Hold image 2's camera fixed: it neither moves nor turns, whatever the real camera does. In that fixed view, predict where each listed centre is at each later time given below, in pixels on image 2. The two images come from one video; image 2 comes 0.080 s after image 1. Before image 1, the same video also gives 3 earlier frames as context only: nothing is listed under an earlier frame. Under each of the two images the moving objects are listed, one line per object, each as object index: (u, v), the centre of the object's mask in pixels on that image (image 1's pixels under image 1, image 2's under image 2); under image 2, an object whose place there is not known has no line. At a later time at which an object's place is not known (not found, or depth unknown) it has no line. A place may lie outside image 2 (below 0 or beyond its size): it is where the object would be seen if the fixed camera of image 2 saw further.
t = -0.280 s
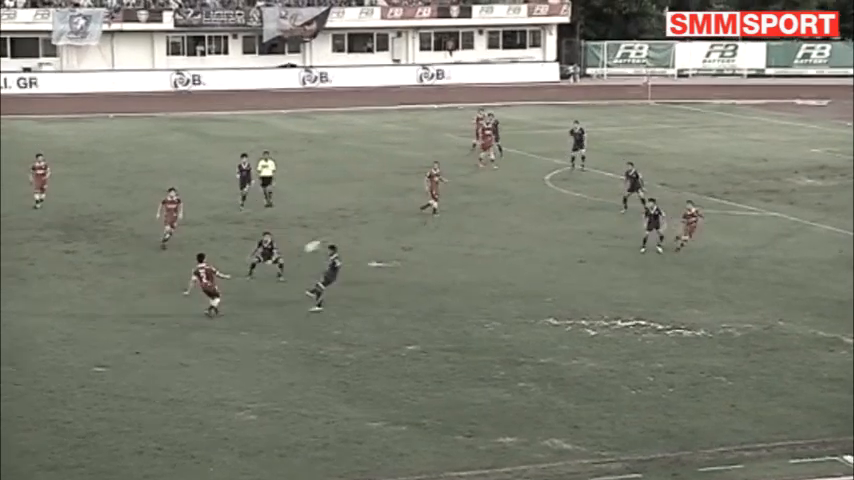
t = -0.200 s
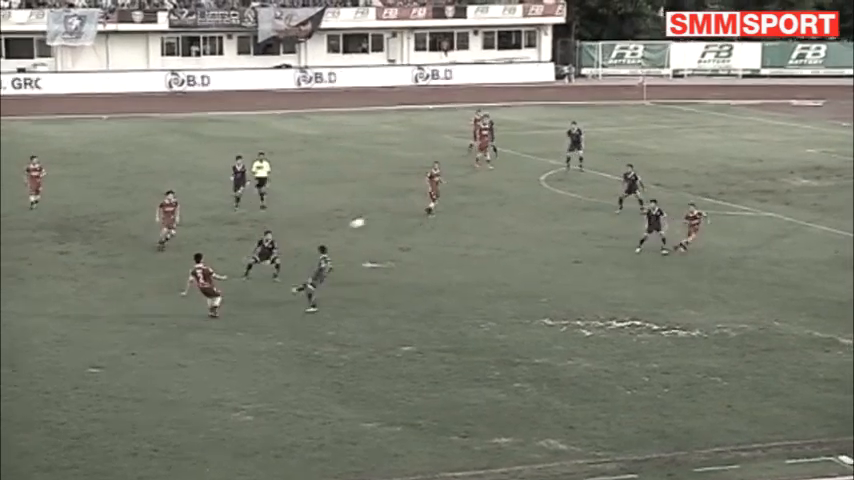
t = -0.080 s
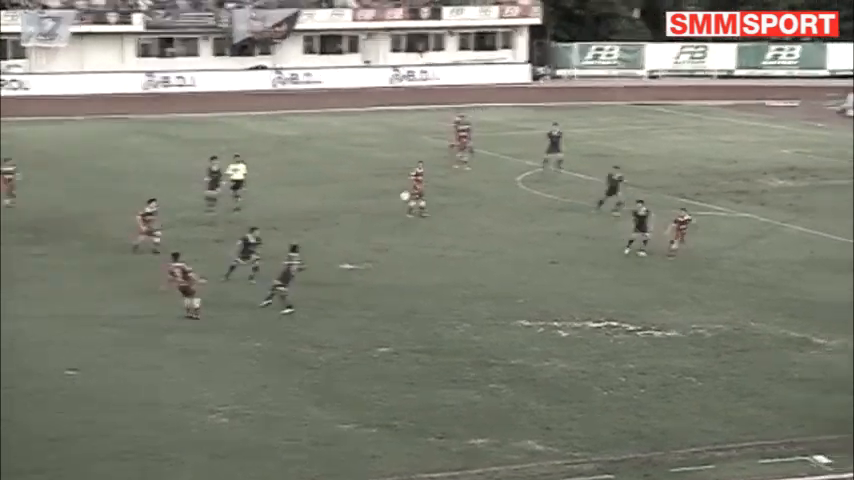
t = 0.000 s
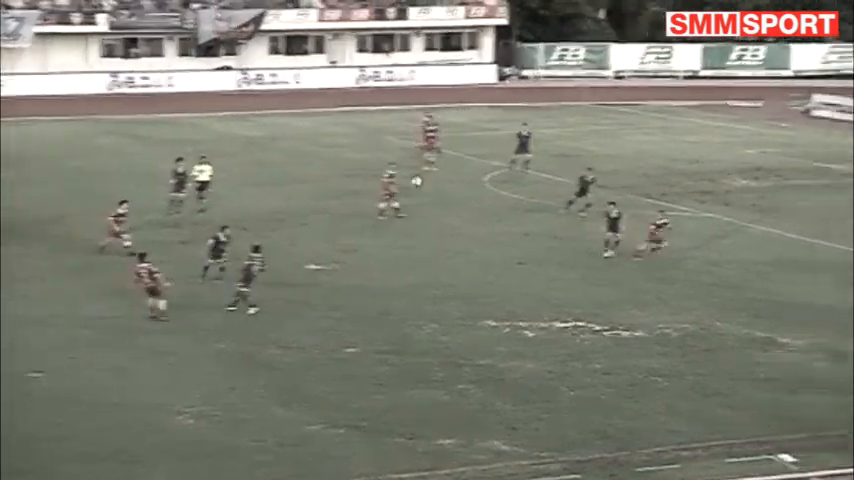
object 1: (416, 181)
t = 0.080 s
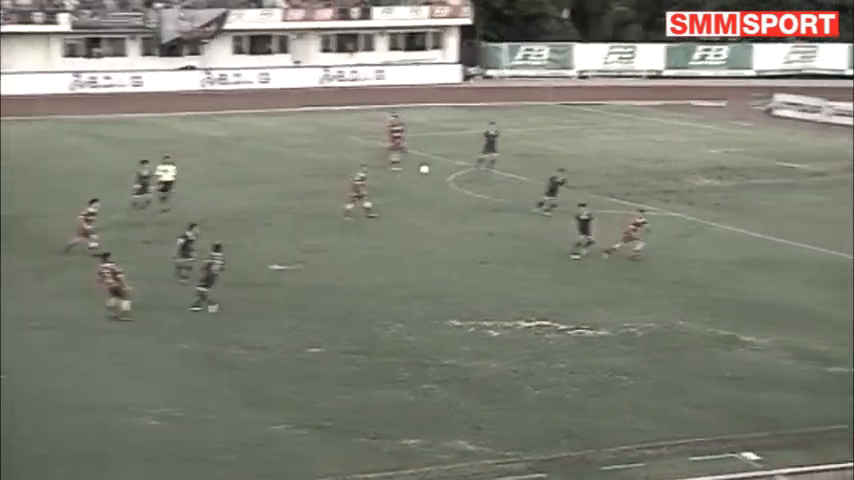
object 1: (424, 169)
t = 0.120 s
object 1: (443, 165)
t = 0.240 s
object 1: (497, 154)
